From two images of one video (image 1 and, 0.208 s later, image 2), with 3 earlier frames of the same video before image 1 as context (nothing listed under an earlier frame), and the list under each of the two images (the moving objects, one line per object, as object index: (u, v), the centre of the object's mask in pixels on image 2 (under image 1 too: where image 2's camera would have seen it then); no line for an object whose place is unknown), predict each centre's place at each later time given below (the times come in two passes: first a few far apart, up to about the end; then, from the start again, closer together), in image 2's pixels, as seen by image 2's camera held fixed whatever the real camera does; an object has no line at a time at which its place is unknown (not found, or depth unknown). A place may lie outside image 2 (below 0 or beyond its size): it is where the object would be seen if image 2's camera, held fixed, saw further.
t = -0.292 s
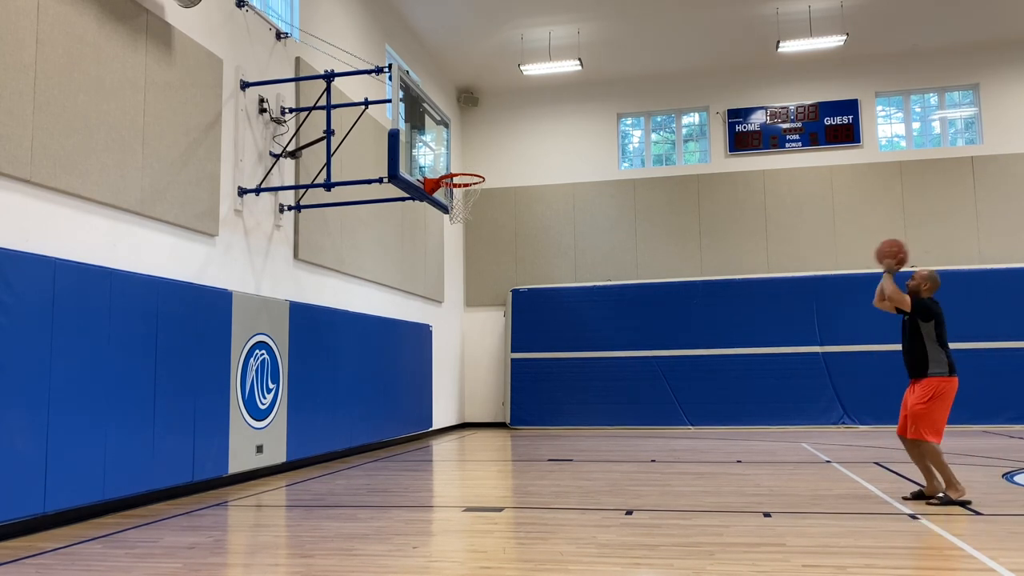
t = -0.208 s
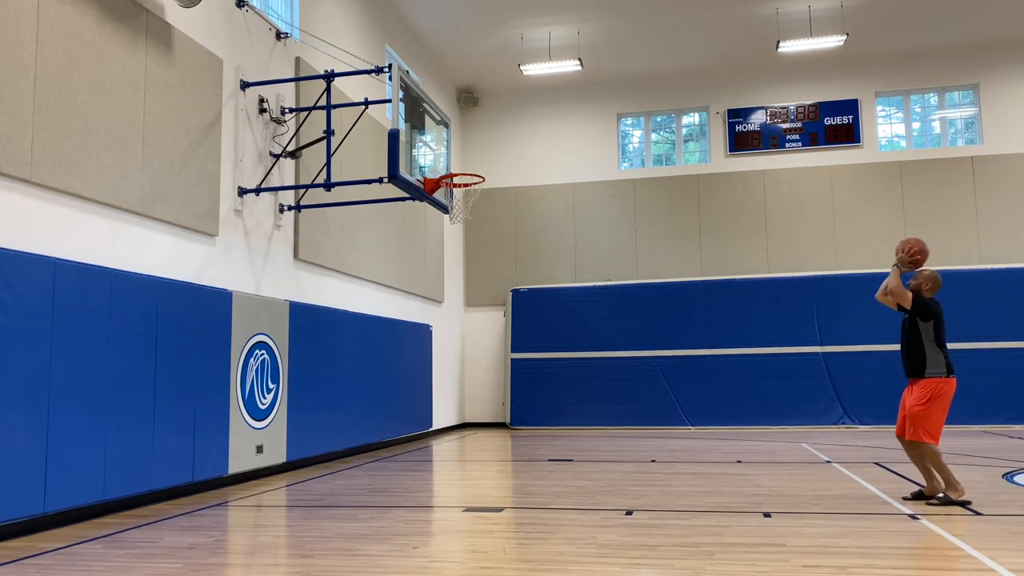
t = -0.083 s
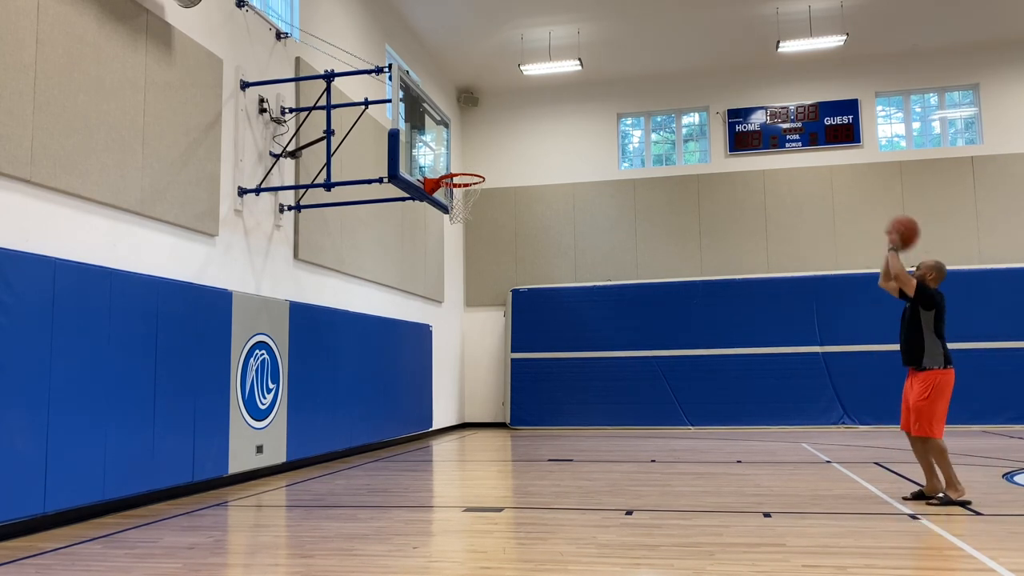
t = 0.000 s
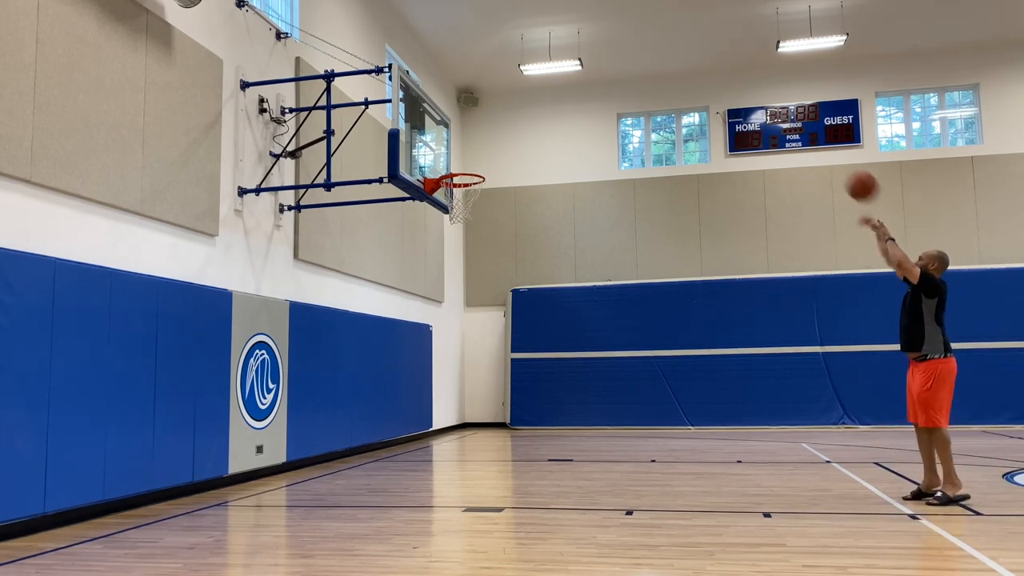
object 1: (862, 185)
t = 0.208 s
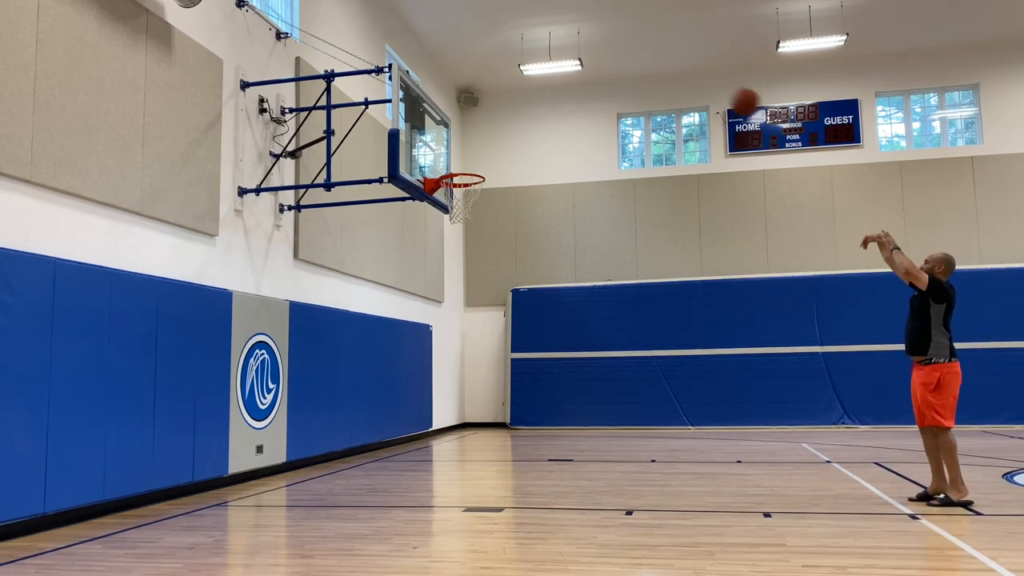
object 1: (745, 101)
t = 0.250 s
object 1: (724, 91)
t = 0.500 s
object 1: (610, 74)
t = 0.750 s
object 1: (514, 116)
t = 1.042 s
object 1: (465, 220)
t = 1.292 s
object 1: (499, 335)
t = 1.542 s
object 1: (536, 432)
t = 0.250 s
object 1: (724, 91)
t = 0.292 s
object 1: (703, 84)
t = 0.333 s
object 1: (684, 78)
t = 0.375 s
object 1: (665, 74)
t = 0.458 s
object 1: (628, 72)
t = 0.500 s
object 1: (610, 74)
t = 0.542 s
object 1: (593, 77)
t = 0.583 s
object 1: (577, 82)
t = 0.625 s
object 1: (560, 88)
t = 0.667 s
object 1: (544, 96)
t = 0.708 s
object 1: (529, 106)
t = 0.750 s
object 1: (514, 116)
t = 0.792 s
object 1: (499, 129)
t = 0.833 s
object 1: (484, 142)
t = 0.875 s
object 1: (471, 156)
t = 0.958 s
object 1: (452, 189)
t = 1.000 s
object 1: (460, 205)
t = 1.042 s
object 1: (465, 220)
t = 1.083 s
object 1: (471, 235)
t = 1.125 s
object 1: (477, 252)
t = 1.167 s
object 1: (483, 271)
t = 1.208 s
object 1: (488, 291)
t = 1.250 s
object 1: (494, 312)
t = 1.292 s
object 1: (499, 335)
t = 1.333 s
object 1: (506, 360)
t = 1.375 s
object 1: (512, 387)
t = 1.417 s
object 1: (518, 414)
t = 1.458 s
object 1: (522, 445)
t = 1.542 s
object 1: (536, 432)
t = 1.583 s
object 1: (543, 412)
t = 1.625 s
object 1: (549, 393)
